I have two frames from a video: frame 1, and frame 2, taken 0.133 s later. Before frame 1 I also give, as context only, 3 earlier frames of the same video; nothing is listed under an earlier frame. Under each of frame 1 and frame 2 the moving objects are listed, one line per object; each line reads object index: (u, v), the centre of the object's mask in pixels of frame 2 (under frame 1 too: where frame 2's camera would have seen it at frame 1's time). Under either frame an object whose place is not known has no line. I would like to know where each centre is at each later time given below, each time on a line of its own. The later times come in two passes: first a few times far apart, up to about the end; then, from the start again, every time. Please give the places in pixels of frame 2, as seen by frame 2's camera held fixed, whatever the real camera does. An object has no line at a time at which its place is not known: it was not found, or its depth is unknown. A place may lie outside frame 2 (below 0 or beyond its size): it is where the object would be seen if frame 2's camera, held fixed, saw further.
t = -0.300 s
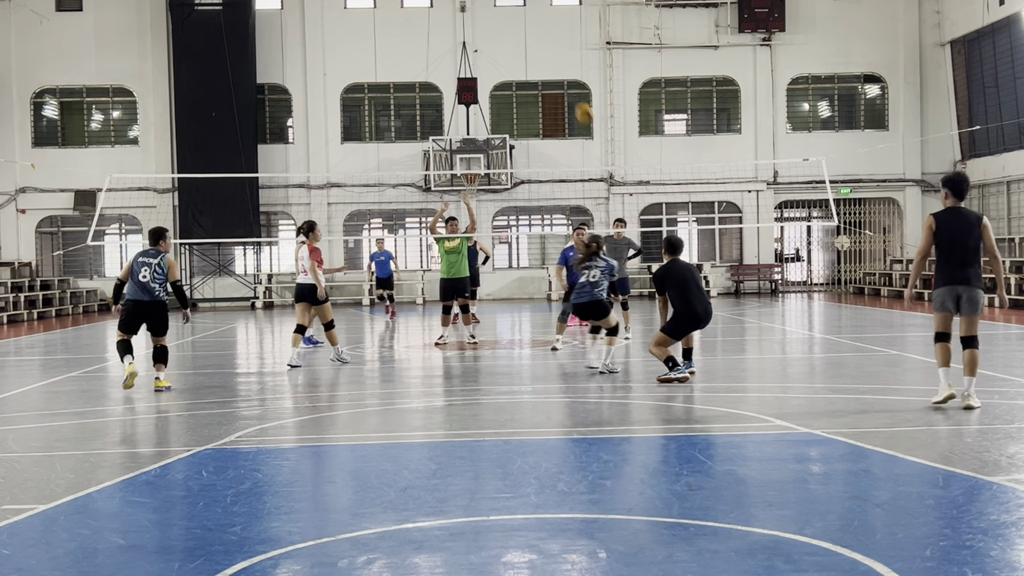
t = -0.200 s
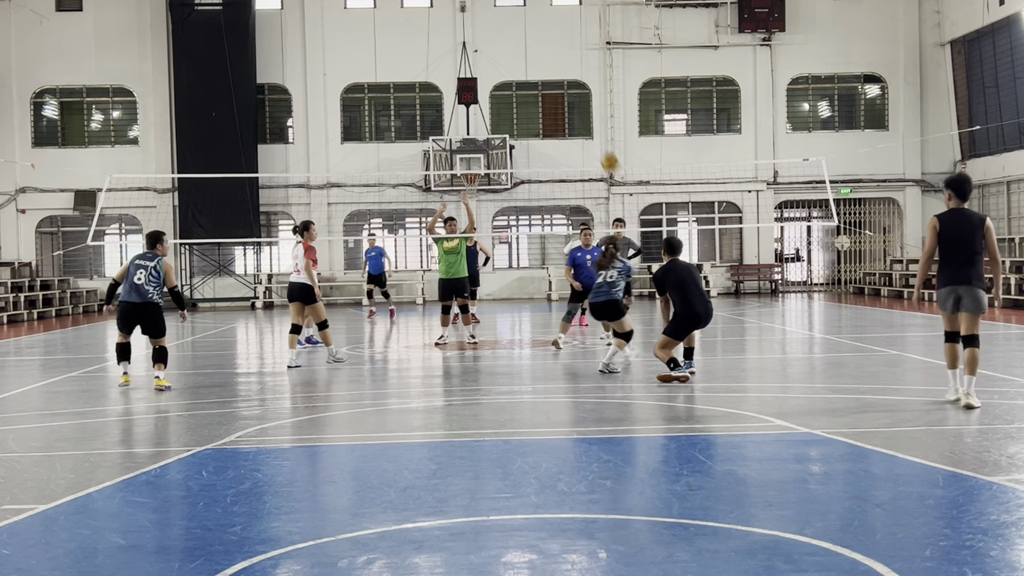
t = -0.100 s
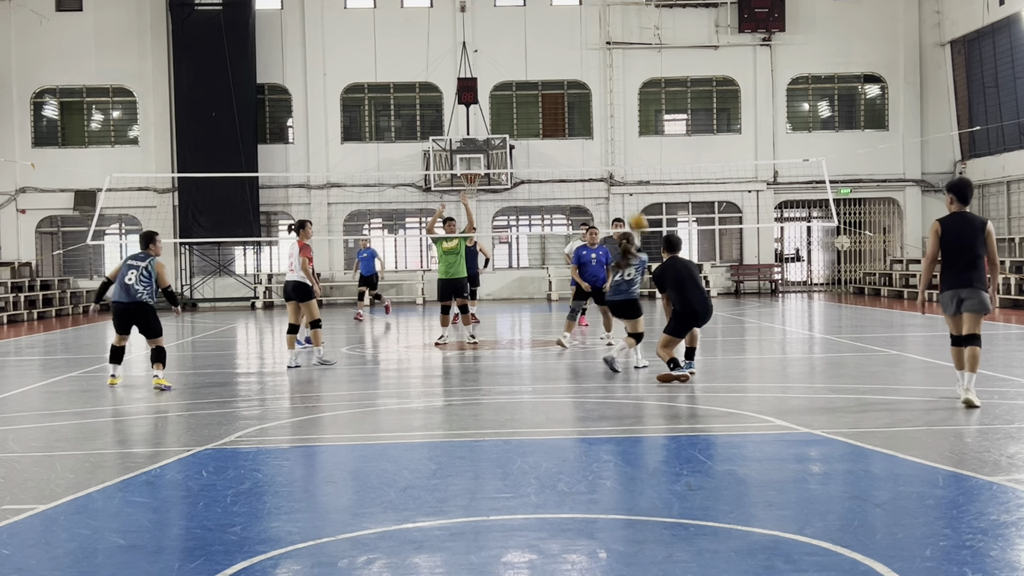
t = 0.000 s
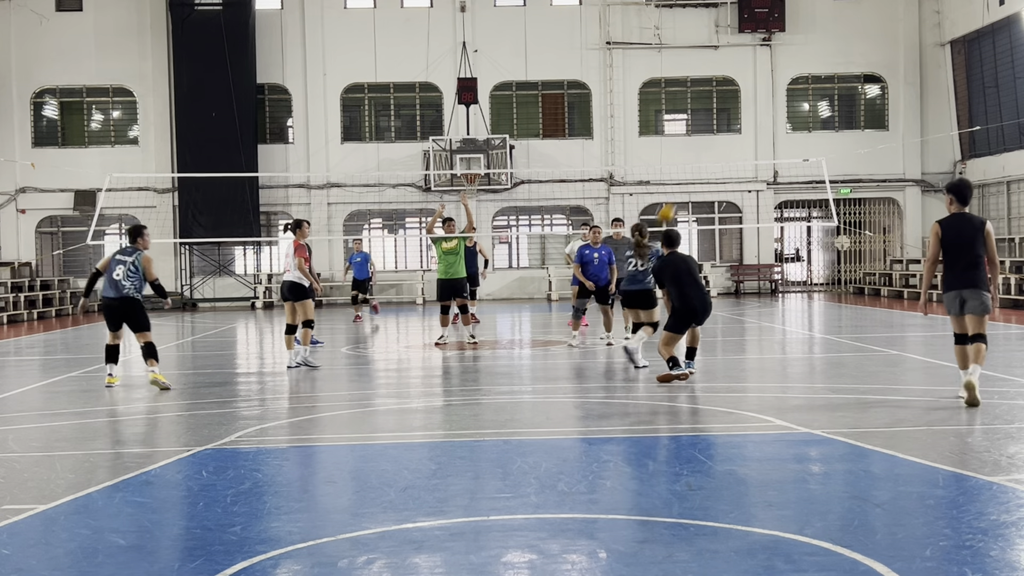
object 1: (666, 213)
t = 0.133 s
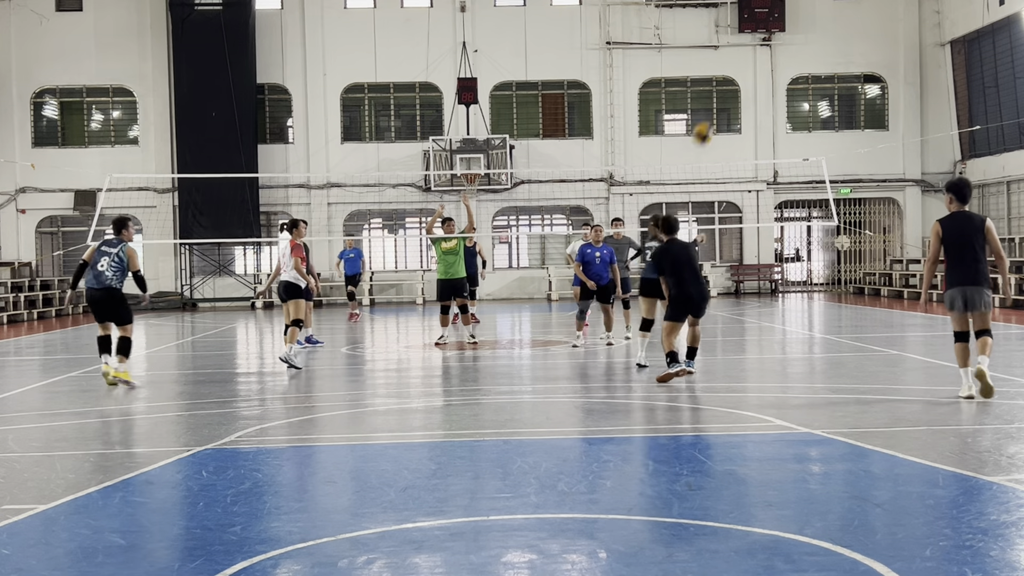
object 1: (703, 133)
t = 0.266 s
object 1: (739, 71)
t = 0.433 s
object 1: (782, 19)
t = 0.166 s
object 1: (712, 116)
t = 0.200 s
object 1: (721, 101)
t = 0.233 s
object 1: (729, 85)
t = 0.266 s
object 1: (739, 71)
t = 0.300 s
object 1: (747, 59)
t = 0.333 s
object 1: (757, 47)
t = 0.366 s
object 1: (766, 36)
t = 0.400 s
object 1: (775, 26)
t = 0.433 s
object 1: (782, 19)
